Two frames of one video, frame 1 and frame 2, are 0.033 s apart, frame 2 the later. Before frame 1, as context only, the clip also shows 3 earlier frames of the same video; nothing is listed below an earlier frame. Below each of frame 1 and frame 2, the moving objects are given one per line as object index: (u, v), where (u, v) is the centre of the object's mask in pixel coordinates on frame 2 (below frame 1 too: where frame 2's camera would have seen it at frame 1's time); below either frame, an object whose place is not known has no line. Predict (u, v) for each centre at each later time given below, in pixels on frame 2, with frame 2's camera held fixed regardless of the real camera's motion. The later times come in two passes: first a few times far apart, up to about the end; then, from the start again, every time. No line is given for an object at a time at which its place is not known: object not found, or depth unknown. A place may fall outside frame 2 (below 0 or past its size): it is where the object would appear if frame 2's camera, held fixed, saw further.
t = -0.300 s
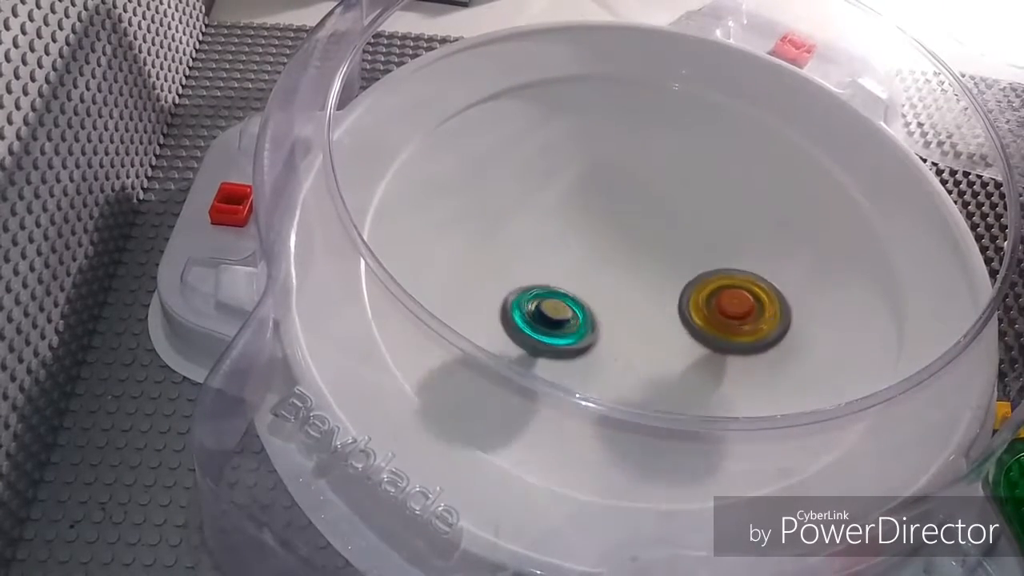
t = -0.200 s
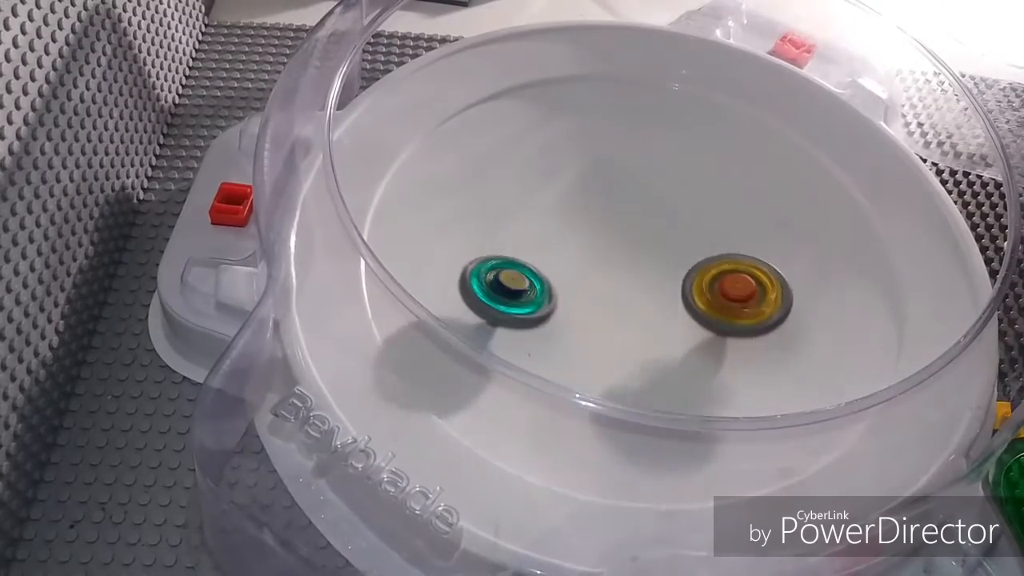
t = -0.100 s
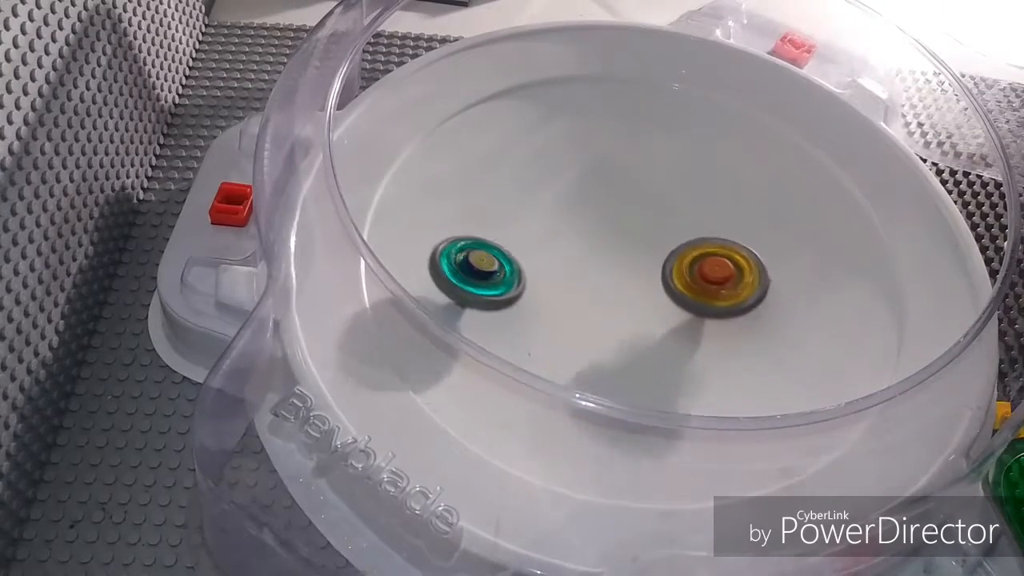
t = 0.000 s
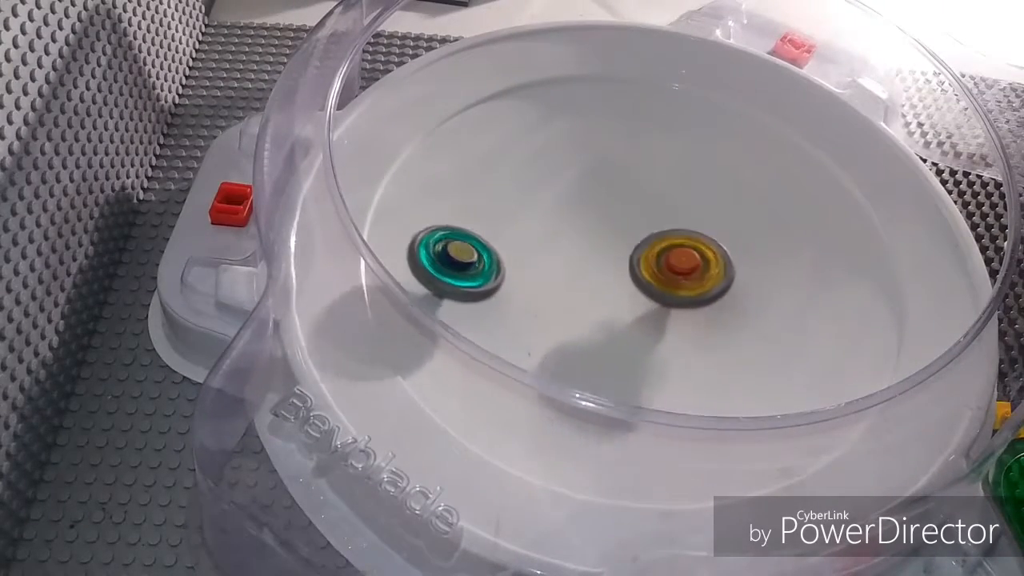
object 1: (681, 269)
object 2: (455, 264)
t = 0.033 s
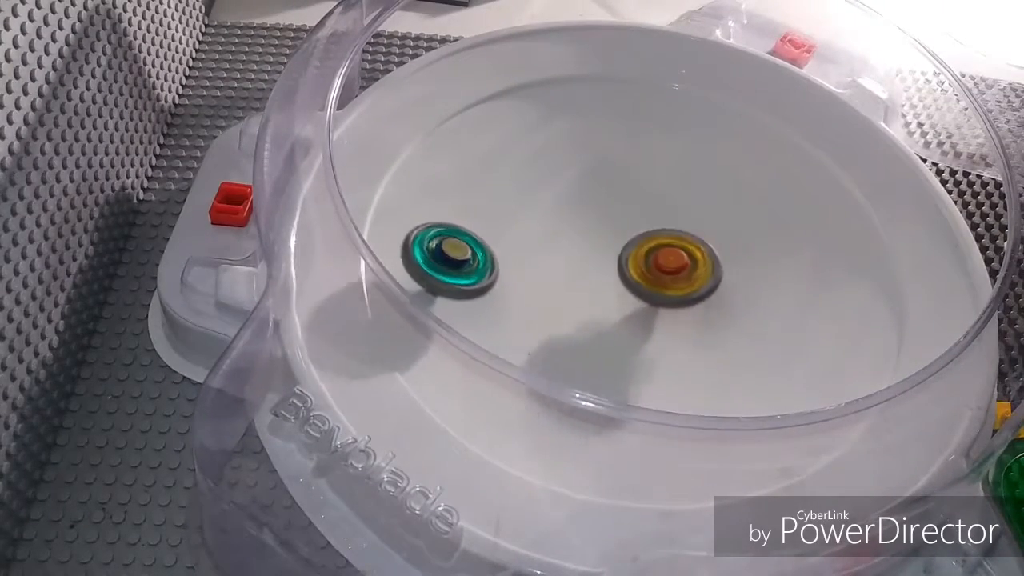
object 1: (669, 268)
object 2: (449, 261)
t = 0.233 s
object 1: (608, 283)
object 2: (436, 247)
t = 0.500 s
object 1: (583, 324)
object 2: (461, 223)
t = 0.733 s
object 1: (601, 330)
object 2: (492, 190)
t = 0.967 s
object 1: (608, 302)
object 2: (522, 159)
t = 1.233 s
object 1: (581, 256)
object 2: (563, 137)
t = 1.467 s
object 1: (550, 235)
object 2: (608, 130)
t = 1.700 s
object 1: (543, 235)
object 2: (656, 128)
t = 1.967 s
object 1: (568, 233)
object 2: (694, 131)
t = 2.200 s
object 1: (598, 217)
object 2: (724, 147)
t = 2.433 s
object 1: (615, 201)
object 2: (762, 179)
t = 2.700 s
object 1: (627, 198)
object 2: (775, 217)
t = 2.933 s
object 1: (645, 207)
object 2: (750, 258)
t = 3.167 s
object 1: (668, 219)
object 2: (722, 306)
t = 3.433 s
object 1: (684, 229)
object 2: (686, 360)
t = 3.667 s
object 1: (683, 243)
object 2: (660, 378)
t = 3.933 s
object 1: (679, 273)
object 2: (622, 371)
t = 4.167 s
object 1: (684, 293)
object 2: (581, 353)
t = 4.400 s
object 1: (675, 296)
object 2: (537, 319)
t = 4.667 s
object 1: (642, 300)
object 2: (496, 277)
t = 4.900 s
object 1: (616, 304)
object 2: (484, 245)
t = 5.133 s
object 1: (604, 303)
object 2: (497, 222)
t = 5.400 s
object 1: (589, 281)
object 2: (527, 196)
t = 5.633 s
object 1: (571, 262)
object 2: (558, 170)
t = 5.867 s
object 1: (564, 251)
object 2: (585, 150)
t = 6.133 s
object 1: (577, 237)
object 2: (609, 145)
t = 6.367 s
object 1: (586, 221)
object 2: (643, 155)
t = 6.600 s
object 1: (595, 213)
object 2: (695, 179)
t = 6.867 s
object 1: (617, 218)
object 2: (758, 209)
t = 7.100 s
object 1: (643, 219)
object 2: (788, 227)
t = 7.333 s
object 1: (658, 220)
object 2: (779, 244)
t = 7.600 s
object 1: (600, 194)
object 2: (825, 316)
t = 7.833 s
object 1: (519, 220)
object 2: (844, 356)
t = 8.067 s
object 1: (531, 292)
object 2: (792, 353)
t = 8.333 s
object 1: (531, 290)
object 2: (805, 365)
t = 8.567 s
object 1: (461, 244)
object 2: (812, 331)
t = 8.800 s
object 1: (487, 287)
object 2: (678, 278)
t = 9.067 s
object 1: (516, 316)
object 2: (617, 188)
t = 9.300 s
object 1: (598, 301)
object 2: (500, 145)
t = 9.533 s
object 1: (642, 245)
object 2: (444, 161)
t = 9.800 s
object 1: (644, 183)
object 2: (455, 197)
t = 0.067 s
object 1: (657, 268)
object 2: (444, 258)
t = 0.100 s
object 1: (646, 270)
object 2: (441, 256)
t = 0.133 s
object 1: (635, 272)
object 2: (438, 254)
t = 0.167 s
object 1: (625, 275)
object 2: (436, 252)
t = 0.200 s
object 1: (616, 279)
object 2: (436, 250)
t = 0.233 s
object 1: (608, 283)
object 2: (436, 247)
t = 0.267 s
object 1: (601, 288)
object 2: (438, 246)
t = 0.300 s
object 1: (595, 294)
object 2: (440, 243)
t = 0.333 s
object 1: (590, 299)
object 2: (442, 240)
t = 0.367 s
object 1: (587, 305)
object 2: (446, 238)
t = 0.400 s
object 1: (584, 310)
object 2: (449, 234)
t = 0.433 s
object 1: (583, 315)
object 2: (453, 231)
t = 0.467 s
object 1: (583, 319)
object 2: (457, 227)
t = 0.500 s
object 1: (583, 324)
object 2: (461, 223)
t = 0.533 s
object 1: (585, 327)
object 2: (465, 219)
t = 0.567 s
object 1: (587, 330)
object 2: (469, 214)
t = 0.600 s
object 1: (590, 331)
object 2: (473, 209)
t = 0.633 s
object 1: (592, 332)
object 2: (478, 204)
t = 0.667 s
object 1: (596, 332)
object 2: (483, 199)
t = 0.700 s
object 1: (598, 331)
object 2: (488, 195)
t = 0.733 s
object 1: (601, 330)
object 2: (492, 190)
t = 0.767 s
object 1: (604, 328)
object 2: (497, 185)
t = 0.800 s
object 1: (606, 325)
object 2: (501, 180)
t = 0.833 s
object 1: (608, 322)
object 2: (505, 176)
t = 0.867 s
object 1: (609, 317)
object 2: (509, 171)
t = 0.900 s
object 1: (610, 313)
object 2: (513, 167)
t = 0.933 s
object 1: (610, 308)
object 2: (518, 163)
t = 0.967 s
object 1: (608, 302)
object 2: (522, 159)
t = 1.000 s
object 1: (607, 296)
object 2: (527, 155)
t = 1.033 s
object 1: (605, 290)
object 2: (532, 152)
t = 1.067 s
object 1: (602, 284)
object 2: (537, 148)
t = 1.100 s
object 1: (598, 278)
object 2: (542, 145)
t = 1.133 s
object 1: (594, 272)
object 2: (547, 143)
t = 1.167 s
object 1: (590, 266)
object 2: (552, 140)
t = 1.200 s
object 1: (585, 260)
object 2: (557, 139)
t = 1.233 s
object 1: (581, 256)
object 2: (563, 137)
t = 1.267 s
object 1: (576, 251)
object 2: (569, 136)
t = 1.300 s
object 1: (571, 247)
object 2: (575, 135)
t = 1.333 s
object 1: (566, 243)
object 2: (581, 134)
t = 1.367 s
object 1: (561, 240)
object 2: (587, 133)
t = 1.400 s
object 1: (557, 238)
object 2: (594, 132)
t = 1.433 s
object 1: (553, 236)
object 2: (601, 131)
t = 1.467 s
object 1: (550, 235)
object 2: (608, 130)
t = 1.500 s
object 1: (547, 234)
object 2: (615, 129)
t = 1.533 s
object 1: (545, 234)
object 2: (622, 129)
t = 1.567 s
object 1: (544, 234)
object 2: (629, 128)
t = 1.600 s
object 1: (543, 234)
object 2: (636, 128)
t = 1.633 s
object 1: (543, 234)
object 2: (643, 128)
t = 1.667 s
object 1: (543, 235)
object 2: (650, 128)
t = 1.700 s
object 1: (543, 235)
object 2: (656, 128)
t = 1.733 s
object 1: (544, 236)
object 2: (662, 128)
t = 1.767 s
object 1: (546, 236)
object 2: (667, 128)
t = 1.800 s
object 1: (548, 236)
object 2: (673, 128)
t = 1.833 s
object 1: (551, 236)
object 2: (677, 128)
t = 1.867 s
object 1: (555, 235)
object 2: (682, 129)
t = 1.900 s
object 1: (559, 235)
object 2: (686, 129)
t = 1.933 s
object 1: (564, 234)
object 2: (690, 130)
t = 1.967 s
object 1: (568, 233)
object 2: (694, 131)
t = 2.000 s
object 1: (573, 232)
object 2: (698, 132)
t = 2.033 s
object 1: (577, 230)
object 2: (702, 134)
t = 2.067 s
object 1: (582, 228)
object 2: (706, 136)
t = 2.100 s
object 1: (586, 225)
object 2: (711, 138)
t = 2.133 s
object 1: (591, 223)
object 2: (715, 141)
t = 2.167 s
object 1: (594, 220)
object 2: (719, 144)
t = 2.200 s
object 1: (598, 217)
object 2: (724, 147)
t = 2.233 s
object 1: (601, 214)
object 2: (729, 151)
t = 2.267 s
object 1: (604, 211)
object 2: (734, 155)
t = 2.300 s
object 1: (607, 209)
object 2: (740, 160)
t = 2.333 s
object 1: (609, 206)
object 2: (745, 164)
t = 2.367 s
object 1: (612, 204)
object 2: (751, 169)
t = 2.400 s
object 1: (613, 202)
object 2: (757, 174)
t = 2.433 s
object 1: (615, 201)
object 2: (762, 179)
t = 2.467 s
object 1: (617, 199)
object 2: (767, 184)
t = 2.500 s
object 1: (618, 198)
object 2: (772, 189)
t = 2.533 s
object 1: (619, 198)
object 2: (776, 193)
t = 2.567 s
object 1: (621, 197)
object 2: (779, 198)
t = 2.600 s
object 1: (622, 197)
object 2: (779, 202)
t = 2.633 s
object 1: (624, 197)
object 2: (779, 207)
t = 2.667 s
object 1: (625, 198)
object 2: (777, 212)
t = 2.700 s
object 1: (627, 198)
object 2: (775, 217)
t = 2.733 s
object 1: (629, 199)
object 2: (772, 222)
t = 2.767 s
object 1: (632, 200)
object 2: (769, 227)
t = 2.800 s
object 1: (634, 201)
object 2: (766, 233)
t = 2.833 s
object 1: (636, 202)
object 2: (762, 239)
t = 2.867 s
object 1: (639, 204)
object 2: (758, 245)
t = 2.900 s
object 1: (642, 206)
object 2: (754, 251)
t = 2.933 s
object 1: (645, 207)
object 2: (750, 258)
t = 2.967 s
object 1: (649, 209)
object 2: (746, 265)
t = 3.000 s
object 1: (652, 211)
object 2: (742, 271)
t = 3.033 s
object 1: (655, 213)
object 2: (739, 278)
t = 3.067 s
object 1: (659, 214)
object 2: (735, 285)
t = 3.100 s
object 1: (662, 216)
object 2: (731, 292)
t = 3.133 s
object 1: (665, 218)
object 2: (726, 299)
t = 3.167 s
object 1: (668, 219)
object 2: (722, 306)
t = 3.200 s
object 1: (671, 220)
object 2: (717, 313)
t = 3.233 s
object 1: (674, 222)
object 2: (712, 320)
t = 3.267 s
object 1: (676, 223)
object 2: (707, 327)
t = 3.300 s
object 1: (679, 224)
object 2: (702, 334)
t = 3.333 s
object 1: (680, 225)
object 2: (698, 341)
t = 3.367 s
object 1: (682, 226)
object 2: (694, 348)
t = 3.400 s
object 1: (683, 228)
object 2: (690, 354)
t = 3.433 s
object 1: (684, 229)
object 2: (686, 360)
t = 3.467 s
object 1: (684, 231)
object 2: (682, 365)
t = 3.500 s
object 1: (685, 232)
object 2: (678, 369)
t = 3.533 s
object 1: (685, 234)
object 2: (675, 372)
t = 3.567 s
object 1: (685, 236)
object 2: (671, 375)
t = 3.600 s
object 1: (685, 238)
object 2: (668, 376)
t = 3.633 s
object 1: (684, 241)
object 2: (664, 377)
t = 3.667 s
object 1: (683, 243)
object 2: (660, 378)
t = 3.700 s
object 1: (683, 246)
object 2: (656, 378)
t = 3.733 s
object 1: (682, 249)
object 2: (651, 378)
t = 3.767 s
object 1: (681, 253)
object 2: (647, 377)
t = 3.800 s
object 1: (680, 257)
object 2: (642, 376)
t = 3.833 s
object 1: (680, 261)
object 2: (637, 375)
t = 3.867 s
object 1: (679, 265)
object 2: (632, 374)
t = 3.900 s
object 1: (679, 269)
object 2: (627, 373)
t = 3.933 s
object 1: (679, 273)
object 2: (622, 371)
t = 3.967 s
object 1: (680, 277)
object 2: (616, 369)
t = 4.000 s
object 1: (680, 281)
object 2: (611, 367)
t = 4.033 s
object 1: (681, 284)
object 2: (605, 365)
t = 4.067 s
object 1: (682, 287)
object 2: (599, 363)
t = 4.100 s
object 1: (683, 289)
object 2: (593, 360)
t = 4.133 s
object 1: (683, 291)
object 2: (587, 357)
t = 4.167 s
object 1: (684, 293)
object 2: (581, 353)
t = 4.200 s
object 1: (684, 294)
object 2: (575, 349)
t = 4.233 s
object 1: (684, 295)
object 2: (569, 345)
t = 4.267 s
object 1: (683, 296)
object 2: (562, 341)
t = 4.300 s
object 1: (682, 296)
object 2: (556, 335)
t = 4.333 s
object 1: (680, 297)
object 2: (550, 331)
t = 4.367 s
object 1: (678, 297)
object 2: (544, 326)
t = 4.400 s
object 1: (675, 296)
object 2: (537, 319)
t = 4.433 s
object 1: (671, 296)
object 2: (531, 314)
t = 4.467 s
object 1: (668, 297)
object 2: (525, 309)
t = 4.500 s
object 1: (663, 297)
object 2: (519, 304)
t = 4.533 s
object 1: (659, 297)
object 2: (514, 298)
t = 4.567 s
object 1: (655, 297)
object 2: (508, 293)
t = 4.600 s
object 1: (651, 298)
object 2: (504, 287)
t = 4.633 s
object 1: (646, 299)
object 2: (500, 282)
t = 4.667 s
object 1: (642, 300)
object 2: (496, 277)
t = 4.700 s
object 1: (638, 300)
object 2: (493, 272)
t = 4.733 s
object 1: (634, 300)
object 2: (490, 267)
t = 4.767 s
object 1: (630, 301)
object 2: (488, 262)
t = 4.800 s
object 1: (626, 302)
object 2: (486, 258)
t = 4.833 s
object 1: (623, 303)
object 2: (485, 253)
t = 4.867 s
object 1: (619, 303)
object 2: (484, 249)
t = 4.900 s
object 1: (616, 304)
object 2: (484, 245)
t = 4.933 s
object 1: (614, 304)
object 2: (485, 242)
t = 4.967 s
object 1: (611, 305)
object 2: (486, 238)
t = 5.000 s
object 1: (609, 305)
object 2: (488, 235)
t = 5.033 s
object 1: (607, 305)
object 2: (489, 232)
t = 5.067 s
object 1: (606, 305)
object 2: (491, 229)
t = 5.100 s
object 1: (605, 304)
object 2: (494, 226)
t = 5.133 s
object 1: (604, 303)
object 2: (497, 222)
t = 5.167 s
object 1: (603, 301)
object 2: (500, 219)
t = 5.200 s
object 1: (602, 299)
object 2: (503, 216)
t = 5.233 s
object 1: (601, 297)
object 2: (507, 213)
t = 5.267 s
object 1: (599, 294)
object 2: (511, 210)
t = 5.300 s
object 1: (597, 291)
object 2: (515, 207)
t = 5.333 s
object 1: (595, 287)
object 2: (519, 204)
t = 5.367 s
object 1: (592, 284)
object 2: (523, 200)
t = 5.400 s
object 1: (589, 281)
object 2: (527, 196)
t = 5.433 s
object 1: (586, 278)
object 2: (531, 193)
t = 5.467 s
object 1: (583, 275)
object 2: (536, 189)
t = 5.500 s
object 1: (581, 272)
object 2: (541, 185)
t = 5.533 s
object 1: (578, 269)
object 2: (545, 181)
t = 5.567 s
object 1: (575, 266)
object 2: (549, 177)
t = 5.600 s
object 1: (573, 264)
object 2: (553, 174)
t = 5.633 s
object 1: (571, 262)
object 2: (558, 170)
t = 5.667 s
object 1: (569, 260)
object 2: (562, 166)
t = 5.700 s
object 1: (567, 258)
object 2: (566, 163)
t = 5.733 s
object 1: (566, 256)
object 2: (570, 160)
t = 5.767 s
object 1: (565, 255)
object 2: (574, 157)
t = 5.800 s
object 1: (564, 254)
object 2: (578, 154)
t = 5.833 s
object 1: (564, 252)
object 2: (581, 152)
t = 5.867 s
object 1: (564, 251)
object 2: (585, 150)
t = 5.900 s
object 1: (565, 250)
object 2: (588, 149)
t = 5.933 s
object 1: (566, 248)
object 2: (591, 147)
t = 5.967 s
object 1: (567, 247)
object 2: (594, 146)
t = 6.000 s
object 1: (569, 245)
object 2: (597, 145)
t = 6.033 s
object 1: (571, 243)
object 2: (600, 144)
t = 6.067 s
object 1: (573, 241)
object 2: (603, 144)
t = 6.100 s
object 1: (575, 239)
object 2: (606, 144)
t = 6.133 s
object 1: (577, 237)
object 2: (609, 145)
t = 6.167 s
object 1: (578, 234)
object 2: (613, 145)
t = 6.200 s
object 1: (580, 232)
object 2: (617, 146)
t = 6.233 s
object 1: (581, 229)
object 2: (621, 147)
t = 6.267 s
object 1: (583, 227)
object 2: (626, 148)
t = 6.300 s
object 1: (584, 225)
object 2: (632, 150)
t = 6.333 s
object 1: (585, 223)
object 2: (637, 152)
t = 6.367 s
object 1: (586, 221)
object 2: (643, 155)
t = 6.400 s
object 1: (588, 219)
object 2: (650, 157)
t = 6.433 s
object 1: (588, 217)
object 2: (657, 160)
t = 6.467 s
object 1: (590, 216)
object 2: (664, 164)
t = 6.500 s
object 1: (591, 215)
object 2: (671, 168)
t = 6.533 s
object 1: (592, 214)
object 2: (679, 172)
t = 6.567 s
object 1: (593, 213)
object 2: (686, 175)
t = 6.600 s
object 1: (595, 213)
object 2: (695, 179)
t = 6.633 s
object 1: (596, 214)
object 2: (703, 184)
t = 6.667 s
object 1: (599, 214)
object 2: (710, 188)
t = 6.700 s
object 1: (601, 215)
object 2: (719, 192)
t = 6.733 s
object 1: (604, 215)
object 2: (727, 195)
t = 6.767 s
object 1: (607, 216)
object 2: (735, 199)
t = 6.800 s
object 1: (610, 216)
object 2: (743, 203)
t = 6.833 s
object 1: (614, 217)
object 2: (751, 206)
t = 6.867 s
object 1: (617, 218)
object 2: (758, 209)
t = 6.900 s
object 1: (621, 218)
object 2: (765, 212)
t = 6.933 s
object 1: (625, 219)
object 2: (771, 214)
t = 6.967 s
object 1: (629, 219)
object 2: (776, 217)
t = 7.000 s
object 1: (633, 219)
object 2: (781, 220)
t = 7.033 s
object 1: (636, 219)
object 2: (784, 222)
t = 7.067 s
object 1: (640, 219)
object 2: (787, 225)
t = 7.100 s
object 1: (643, 219)
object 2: (788, 227)
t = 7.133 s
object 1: (647, 219)
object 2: (789, 230)
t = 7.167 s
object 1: (649, 219)
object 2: (789, 232)
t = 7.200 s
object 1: (652, 219)
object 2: (788, 234)
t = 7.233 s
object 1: (654, 219)
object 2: (787, 236)
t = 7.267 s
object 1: (655, 219)
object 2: (785, 239)
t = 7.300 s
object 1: (656, 220)
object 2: (782, 241)
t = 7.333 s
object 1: (658, 220)
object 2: (779, 244)
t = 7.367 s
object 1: (659, 221)
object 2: (776, 247)
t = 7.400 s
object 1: (661, 222)
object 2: (773, 250)
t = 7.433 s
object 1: (662, 223)
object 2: (769, 254)
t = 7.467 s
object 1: (662, 224)
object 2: (765, 258)
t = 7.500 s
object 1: (663, 225)
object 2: (760, 263)
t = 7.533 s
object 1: (661, 225)
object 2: (761, 271)
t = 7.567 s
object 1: (628, 208)
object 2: (798, 294)
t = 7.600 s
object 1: (600, 194)
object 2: (825, 316)
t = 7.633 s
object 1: (579, 186)
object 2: (842, 332)
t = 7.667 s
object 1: (562, 184)
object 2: (852, 344)
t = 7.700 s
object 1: (550, 188)
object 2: (854, 349)
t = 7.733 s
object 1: (539, 194)
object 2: (854, 352)
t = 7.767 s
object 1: (531, 202)
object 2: (851, 354)
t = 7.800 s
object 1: (524, 210)
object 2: (848, 355)
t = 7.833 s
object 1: (519, 220)
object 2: (844, 356)
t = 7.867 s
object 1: (515, 230)
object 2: (839, 356)
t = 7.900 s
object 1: (513, 241)
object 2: (833, 356)
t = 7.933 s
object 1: (513, 251)
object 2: (826, 355)
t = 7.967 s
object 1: (515, 262)
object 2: (818, 355)
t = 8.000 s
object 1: (519, 272)
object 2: (810, 354)
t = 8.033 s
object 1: (524, 283)
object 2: (802, 353)
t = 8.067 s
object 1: (531, 292)
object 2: (792, 353)
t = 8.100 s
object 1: (540, 301)
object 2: (781, 352)
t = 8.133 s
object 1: (551, 308)
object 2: (769, 352)
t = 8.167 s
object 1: (562, 315)
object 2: (756, 351)
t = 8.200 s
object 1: (574, 320)
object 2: (742, 351)
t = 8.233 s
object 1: (587, 324)
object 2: (728, 350)
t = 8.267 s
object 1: (600, 326)
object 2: (714, 348)
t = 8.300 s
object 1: (567, 310)
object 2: (758, 357)
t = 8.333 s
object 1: (531, 290)
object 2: (805, 365)
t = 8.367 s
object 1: (503, 272)
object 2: (837, 365)
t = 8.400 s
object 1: (483, 257)
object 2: (857, 364)
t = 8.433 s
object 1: (471, 245)
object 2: (861, 359)
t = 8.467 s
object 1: (464, 238)
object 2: (855, 354)
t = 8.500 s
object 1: (461, 237)
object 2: (843, 347)
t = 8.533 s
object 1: (460, 239)
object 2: (828, 340)
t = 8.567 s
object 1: (461, 244)
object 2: (812, 331)
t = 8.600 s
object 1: (461, 251)
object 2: (794, 323)
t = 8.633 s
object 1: (463, 258)
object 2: (776, 315)
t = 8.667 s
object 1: (465, 265)
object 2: (757, 308)
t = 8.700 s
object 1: (468, 271)
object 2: (738, 300)
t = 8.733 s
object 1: (473, 277)
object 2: (719, 292)
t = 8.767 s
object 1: (479, 282)
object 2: (699, 285)
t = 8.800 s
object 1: (487, 287)
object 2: (678, 278)
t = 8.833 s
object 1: (497, 290)
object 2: (656, 272)
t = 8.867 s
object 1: (507, 293)
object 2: (634, 265)
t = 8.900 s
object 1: (519, 294)
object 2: (613, 260)
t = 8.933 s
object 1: (512, 301)
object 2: (610, 247)
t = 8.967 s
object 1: (501, 307)
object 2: (618, 230)
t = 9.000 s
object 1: (501, 311)
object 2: (623, 214)
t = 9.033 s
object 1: (507, 313)
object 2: (623, 200)
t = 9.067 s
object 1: (516, 316)
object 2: (617, 188)
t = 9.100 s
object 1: (527, 318)
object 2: (606, 177)
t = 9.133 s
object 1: (539, 319)
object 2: (592, 168)
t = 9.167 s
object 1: (552, 317)
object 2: (575, 161)
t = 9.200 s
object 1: (564, 315)
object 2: (556, 156)
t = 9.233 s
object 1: (576, 311)
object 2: (537, 151)
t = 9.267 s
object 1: (588, 307)
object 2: (517, 147)
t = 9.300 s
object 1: (598, 301)
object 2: (500, 145)
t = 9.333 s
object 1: (608, 294)
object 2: (485, 145)
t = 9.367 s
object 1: (616, 287)
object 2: (474, 146)
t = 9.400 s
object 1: (623, 279)
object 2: (466, 147)
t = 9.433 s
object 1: (630, 271)
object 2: (458, 150)
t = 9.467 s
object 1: (635, 262)
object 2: (453, 153)
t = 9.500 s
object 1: (639, 254)
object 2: (447, 156)
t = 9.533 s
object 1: (642, 245)
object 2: (444, 161)
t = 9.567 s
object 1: (645, 236)
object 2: (443, 166)
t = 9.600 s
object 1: (647, 227)
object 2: (443, 171)
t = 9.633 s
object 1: (647, 218)
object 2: (444, 176)
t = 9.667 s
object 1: (648, 211)
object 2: (445, 180)
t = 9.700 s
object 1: (648, 203)
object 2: (447, 185)
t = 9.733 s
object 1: (647, 196)
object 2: (450, 189)
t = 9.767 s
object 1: (646, 189)
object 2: (452, 193)
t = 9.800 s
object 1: (644, 183)
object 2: (455, 197)
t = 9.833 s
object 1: (642, 178)
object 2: (459, 202)
